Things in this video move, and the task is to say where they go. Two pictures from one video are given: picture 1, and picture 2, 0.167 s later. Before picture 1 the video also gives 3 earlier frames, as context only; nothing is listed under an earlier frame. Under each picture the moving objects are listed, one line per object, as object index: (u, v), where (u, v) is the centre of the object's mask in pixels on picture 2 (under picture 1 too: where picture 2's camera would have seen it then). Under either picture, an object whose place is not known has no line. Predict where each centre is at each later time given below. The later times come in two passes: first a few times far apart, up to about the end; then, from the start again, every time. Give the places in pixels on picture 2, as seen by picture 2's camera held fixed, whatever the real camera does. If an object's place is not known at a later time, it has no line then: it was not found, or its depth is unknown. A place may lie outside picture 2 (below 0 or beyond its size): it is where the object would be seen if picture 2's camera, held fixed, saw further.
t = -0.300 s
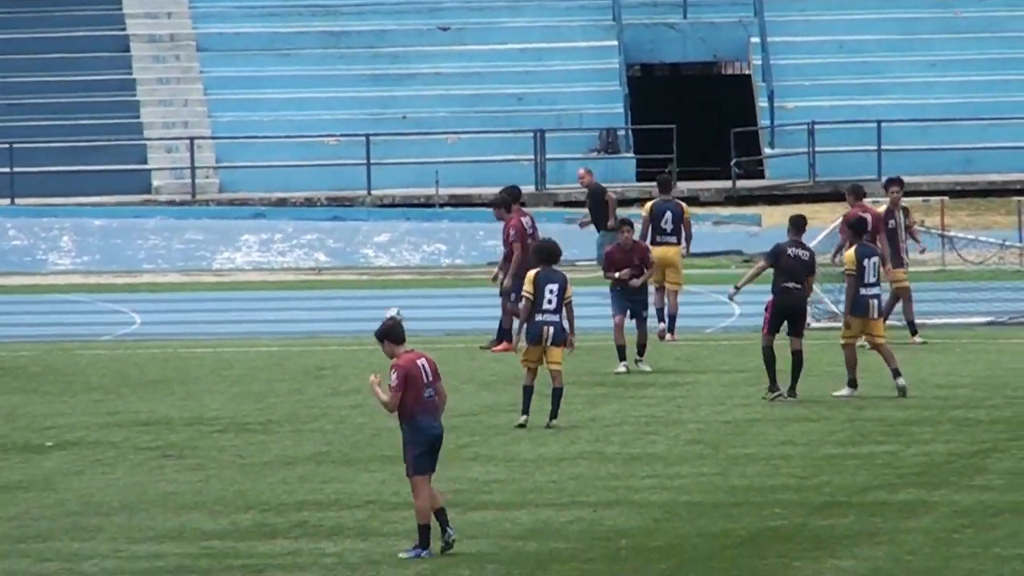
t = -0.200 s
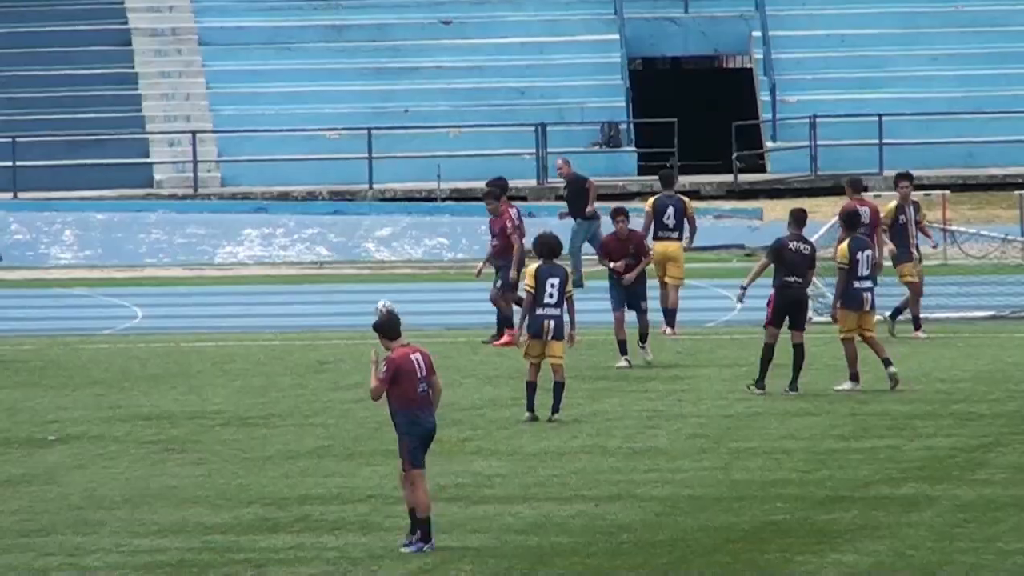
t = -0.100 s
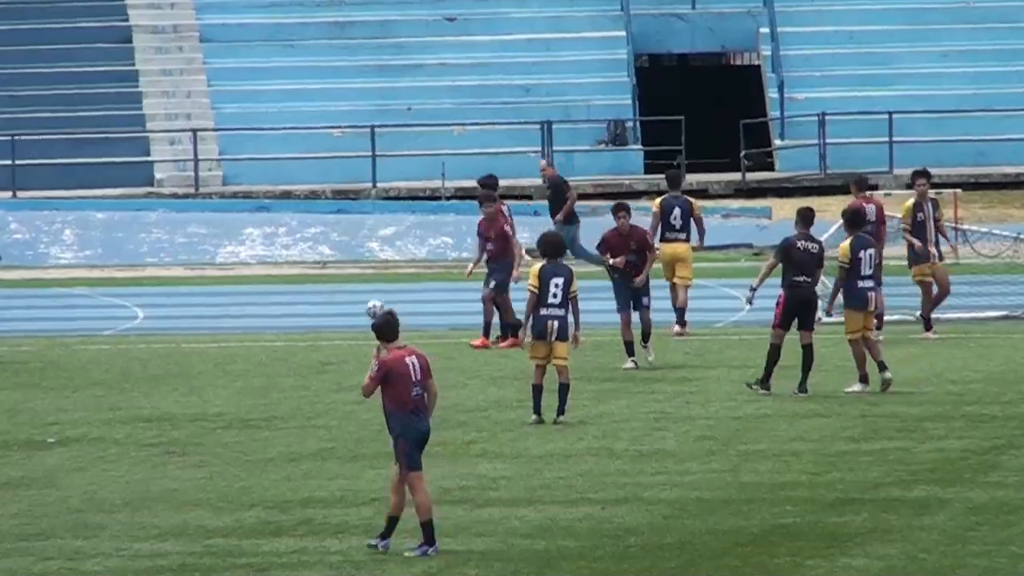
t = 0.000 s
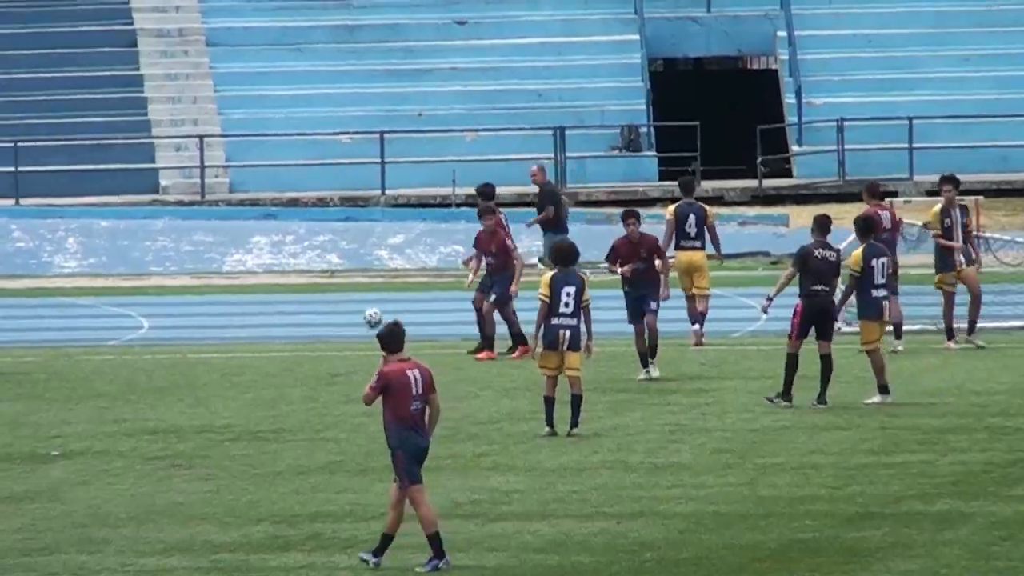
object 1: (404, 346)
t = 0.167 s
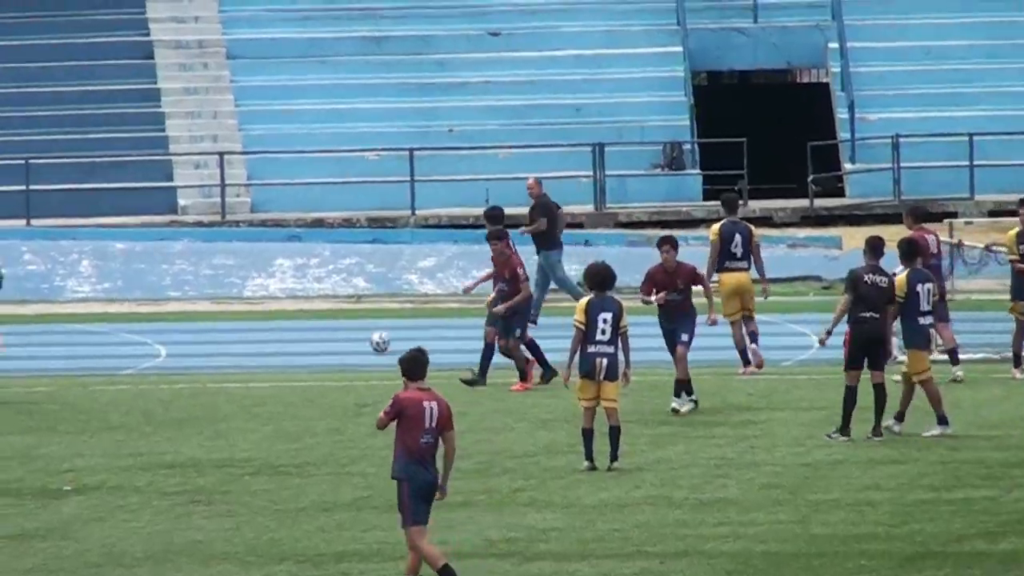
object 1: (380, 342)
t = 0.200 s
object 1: (375, 342)
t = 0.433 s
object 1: (347, 338)
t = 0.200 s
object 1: (375, 342)
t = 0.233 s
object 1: (371, 342)
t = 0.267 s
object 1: (367, 343)
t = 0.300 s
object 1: (363, 341)
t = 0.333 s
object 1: (359, 340)
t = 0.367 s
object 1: (356, 340)
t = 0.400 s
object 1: (351, 339)
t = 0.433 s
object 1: (347, 338)
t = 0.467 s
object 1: (342, 338)
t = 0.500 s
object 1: (338, 339)
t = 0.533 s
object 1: (334, 337)
